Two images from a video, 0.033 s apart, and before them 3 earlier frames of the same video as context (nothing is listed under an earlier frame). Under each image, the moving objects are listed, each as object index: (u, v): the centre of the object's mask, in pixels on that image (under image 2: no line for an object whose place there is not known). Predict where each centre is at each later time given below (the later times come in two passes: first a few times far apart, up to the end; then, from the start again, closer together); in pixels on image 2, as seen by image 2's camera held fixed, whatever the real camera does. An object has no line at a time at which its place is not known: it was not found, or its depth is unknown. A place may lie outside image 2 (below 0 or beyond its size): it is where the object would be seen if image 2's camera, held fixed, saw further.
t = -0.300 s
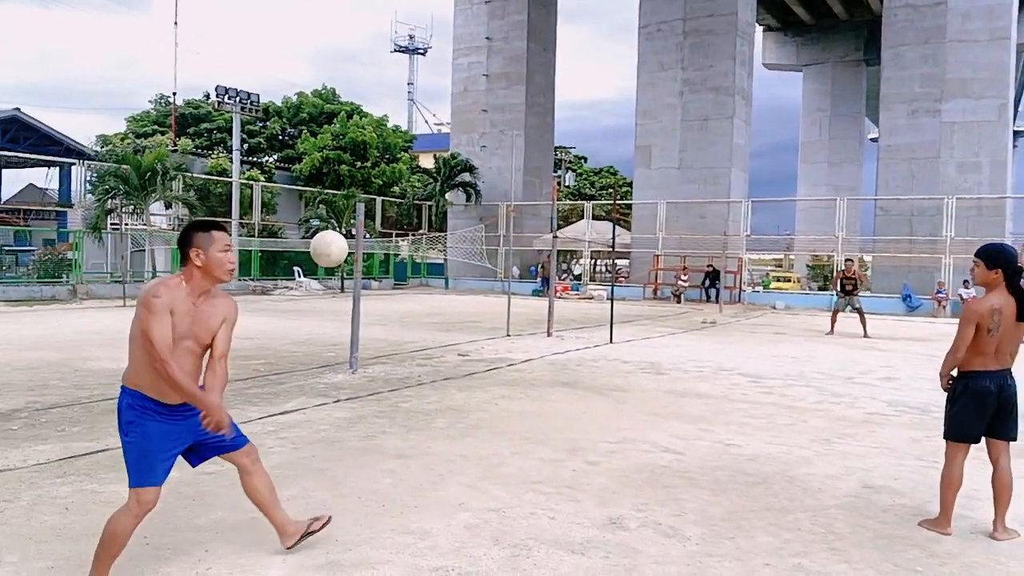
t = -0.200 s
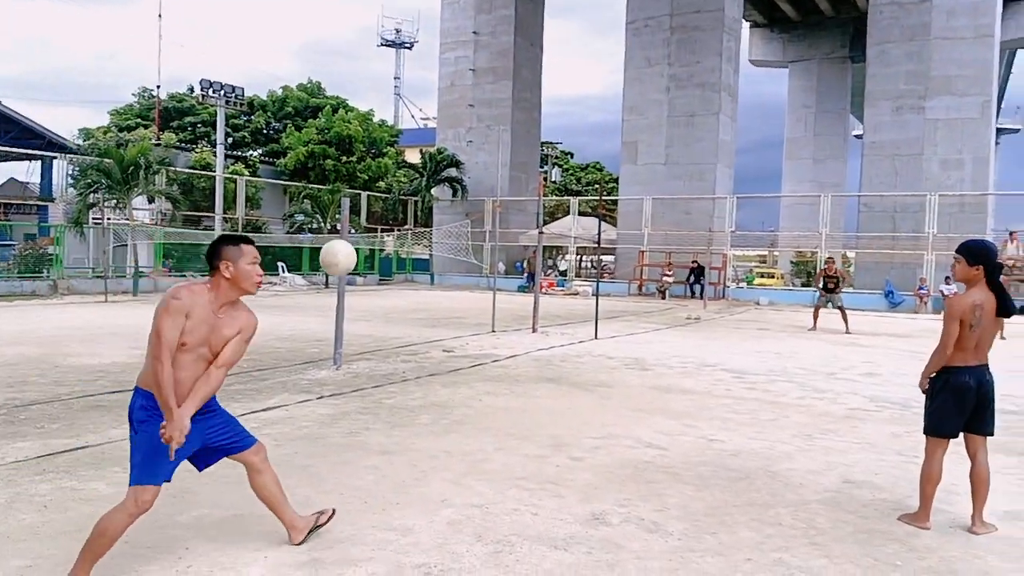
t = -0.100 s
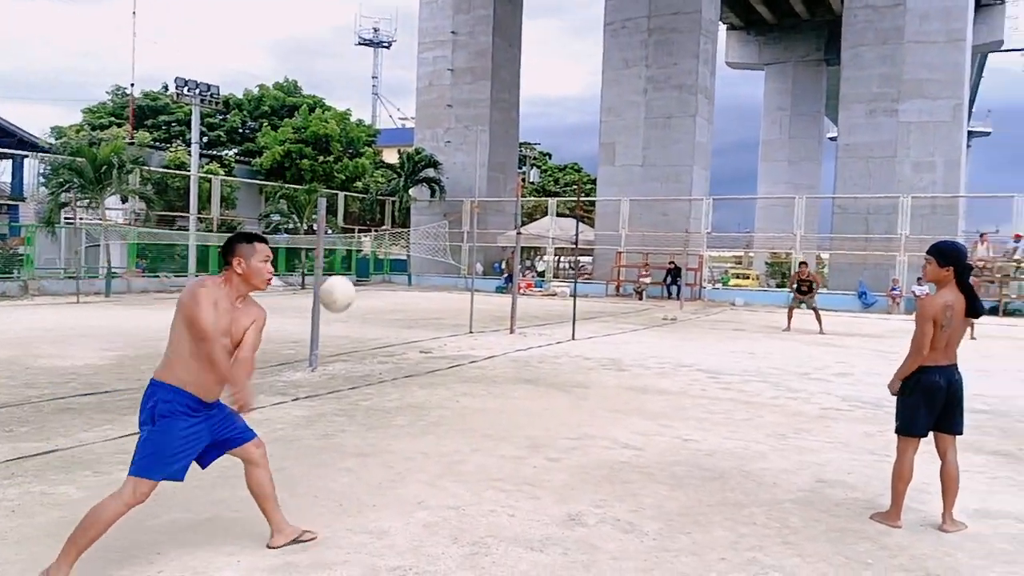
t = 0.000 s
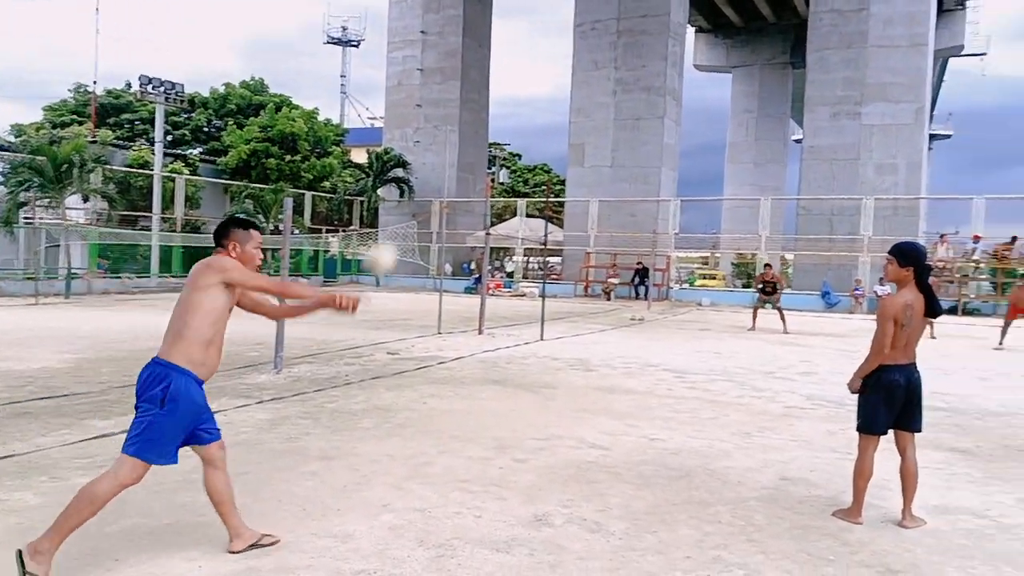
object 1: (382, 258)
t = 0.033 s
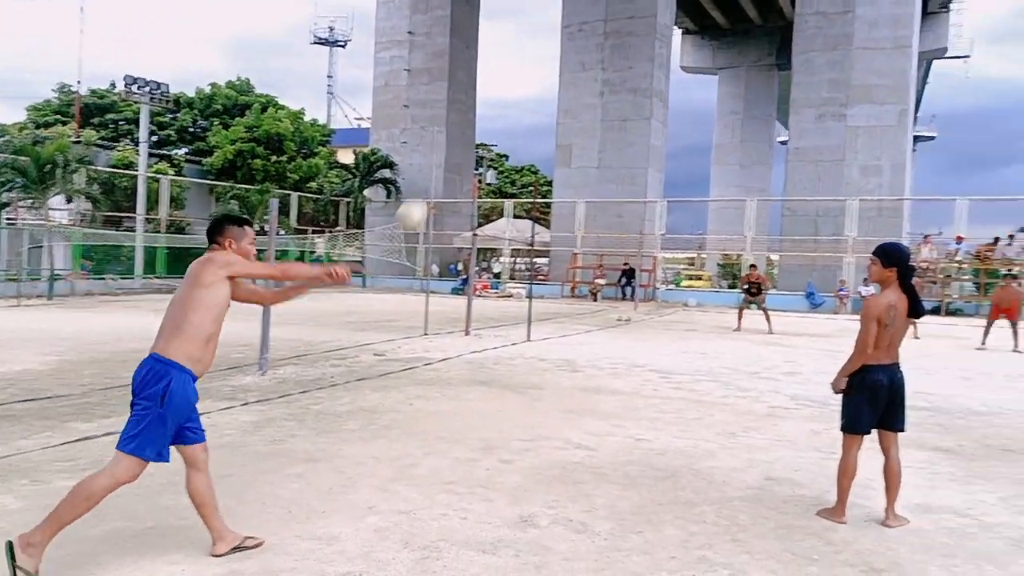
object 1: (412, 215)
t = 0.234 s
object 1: (573, 70)
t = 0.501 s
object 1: (668, 29)
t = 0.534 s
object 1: (674, 29)
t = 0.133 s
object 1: (509, 123)
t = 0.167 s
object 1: (532, 102)
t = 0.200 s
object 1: (554, 85)
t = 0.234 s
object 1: (573, 70)
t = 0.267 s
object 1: (590, 60)
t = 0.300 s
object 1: (604, 50)
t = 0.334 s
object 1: (618, 43)
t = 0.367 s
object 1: (630, 37)
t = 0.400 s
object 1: (641, 33)
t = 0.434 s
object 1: (650, 31)
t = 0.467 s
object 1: (659, 30)
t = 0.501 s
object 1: (668, 29)
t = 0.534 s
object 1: (674, 29)
